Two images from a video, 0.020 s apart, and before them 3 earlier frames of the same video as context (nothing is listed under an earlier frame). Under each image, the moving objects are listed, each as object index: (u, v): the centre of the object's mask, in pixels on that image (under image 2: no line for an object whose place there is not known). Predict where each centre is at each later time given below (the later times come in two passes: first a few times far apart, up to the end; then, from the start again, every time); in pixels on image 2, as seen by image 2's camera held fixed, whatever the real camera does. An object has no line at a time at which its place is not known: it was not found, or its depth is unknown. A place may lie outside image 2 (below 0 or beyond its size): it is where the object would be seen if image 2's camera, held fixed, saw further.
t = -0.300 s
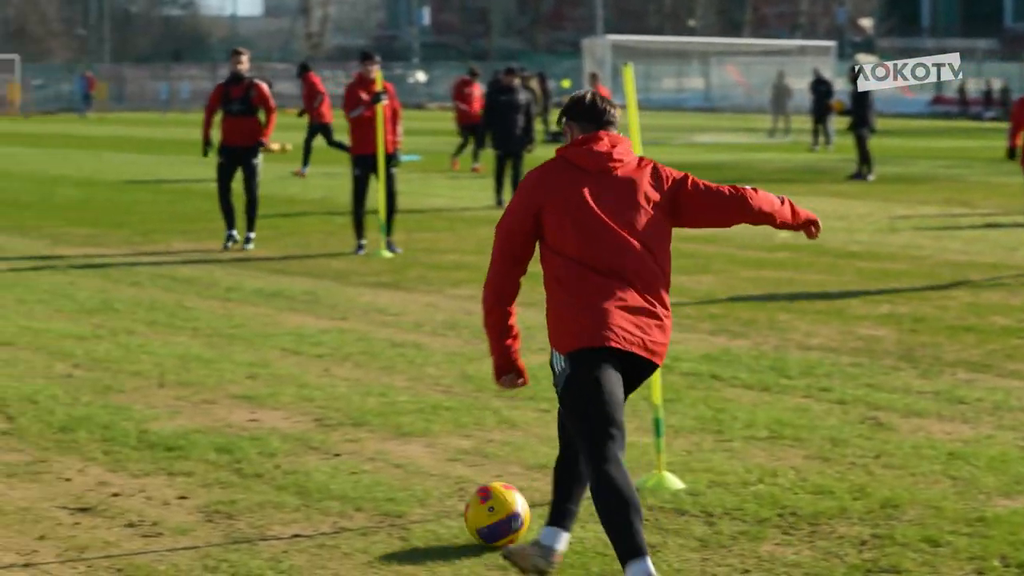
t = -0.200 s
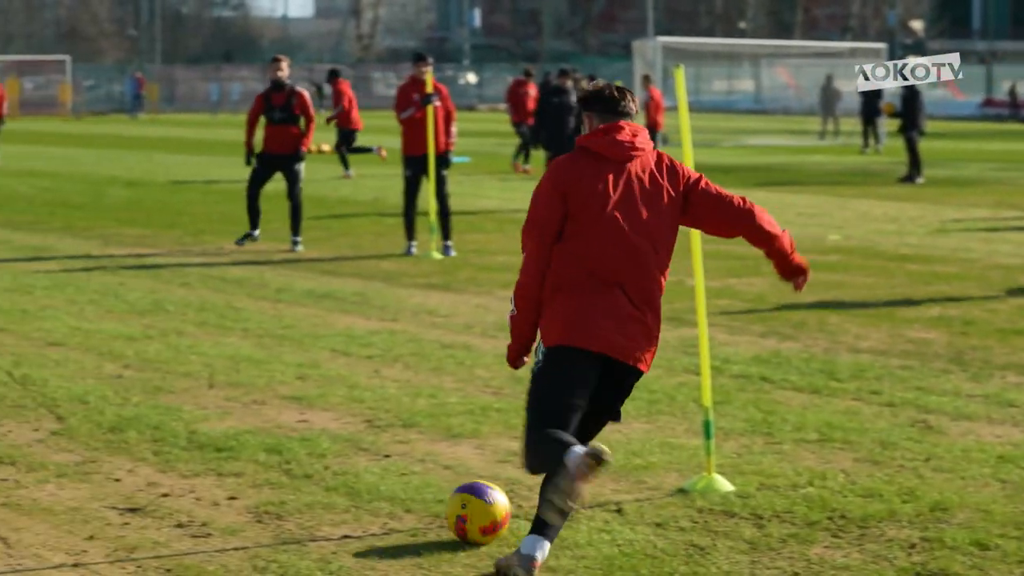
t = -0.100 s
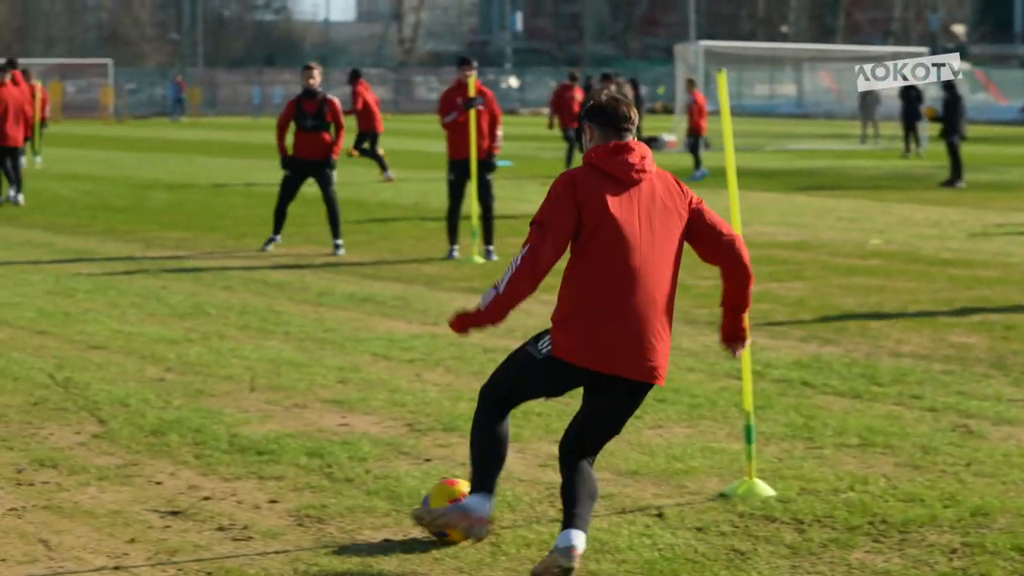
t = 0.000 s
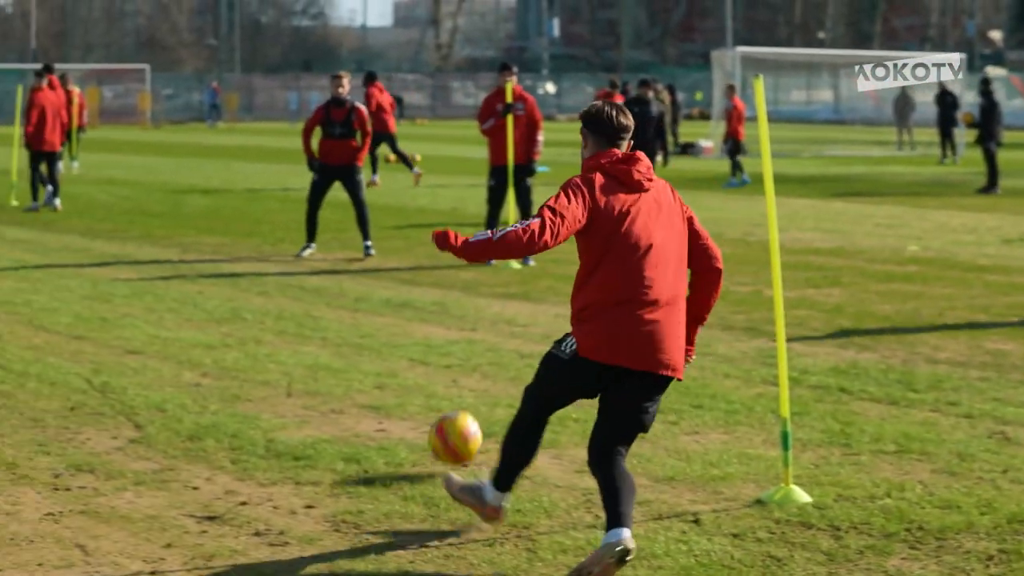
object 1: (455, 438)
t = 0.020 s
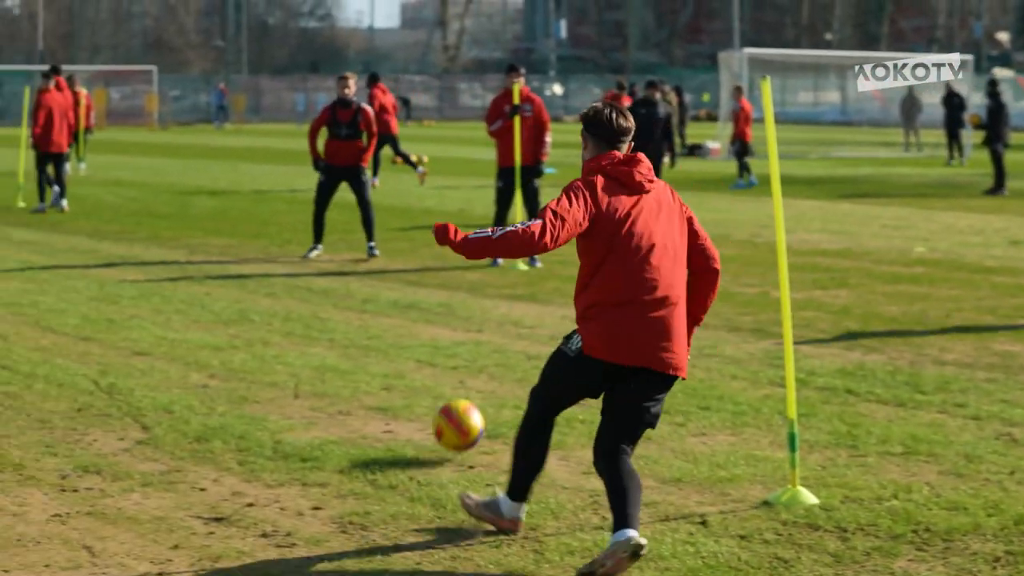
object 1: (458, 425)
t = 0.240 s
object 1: (429, 340)
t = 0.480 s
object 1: (413, 283)
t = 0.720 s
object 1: (407, 255)
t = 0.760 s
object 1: (406, 249)
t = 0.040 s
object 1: (455, 415)
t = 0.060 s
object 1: (452, 406)
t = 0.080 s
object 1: (449, 399)
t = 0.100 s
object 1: (446, 389)
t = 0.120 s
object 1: (443, 377)
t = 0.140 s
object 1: (441, 367)
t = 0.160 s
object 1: (438, 358)
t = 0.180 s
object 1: (435, 351)
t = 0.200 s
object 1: (433, 347)
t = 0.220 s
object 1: (431, 342)
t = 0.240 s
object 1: (429, 340)
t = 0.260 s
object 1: (427, 334)
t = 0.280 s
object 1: (425, 326)
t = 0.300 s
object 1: (424, 320)
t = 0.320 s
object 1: (422, 314)
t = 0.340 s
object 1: (420, 310)
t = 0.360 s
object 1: (419, 306)
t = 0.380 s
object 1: (418, 304)
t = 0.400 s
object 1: (417, 303)
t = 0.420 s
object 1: (416, 301)
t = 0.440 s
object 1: (415, 295)
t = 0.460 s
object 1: (414, 288)
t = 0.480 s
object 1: (413, 283)
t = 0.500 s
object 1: (413, 279)
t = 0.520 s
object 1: (412, 275)
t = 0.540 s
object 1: (412, 272)
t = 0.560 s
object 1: (411, 270)
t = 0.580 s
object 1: (411, 269)
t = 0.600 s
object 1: (410, 269)
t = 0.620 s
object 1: (410, 268)
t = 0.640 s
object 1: (409, 269)
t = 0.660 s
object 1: (409, 270)
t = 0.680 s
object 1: (408, 265)
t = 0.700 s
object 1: (407, 260)
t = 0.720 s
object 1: (407, 255)
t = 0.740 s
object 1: (406, 253)
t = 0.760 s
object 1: (406, 249)
